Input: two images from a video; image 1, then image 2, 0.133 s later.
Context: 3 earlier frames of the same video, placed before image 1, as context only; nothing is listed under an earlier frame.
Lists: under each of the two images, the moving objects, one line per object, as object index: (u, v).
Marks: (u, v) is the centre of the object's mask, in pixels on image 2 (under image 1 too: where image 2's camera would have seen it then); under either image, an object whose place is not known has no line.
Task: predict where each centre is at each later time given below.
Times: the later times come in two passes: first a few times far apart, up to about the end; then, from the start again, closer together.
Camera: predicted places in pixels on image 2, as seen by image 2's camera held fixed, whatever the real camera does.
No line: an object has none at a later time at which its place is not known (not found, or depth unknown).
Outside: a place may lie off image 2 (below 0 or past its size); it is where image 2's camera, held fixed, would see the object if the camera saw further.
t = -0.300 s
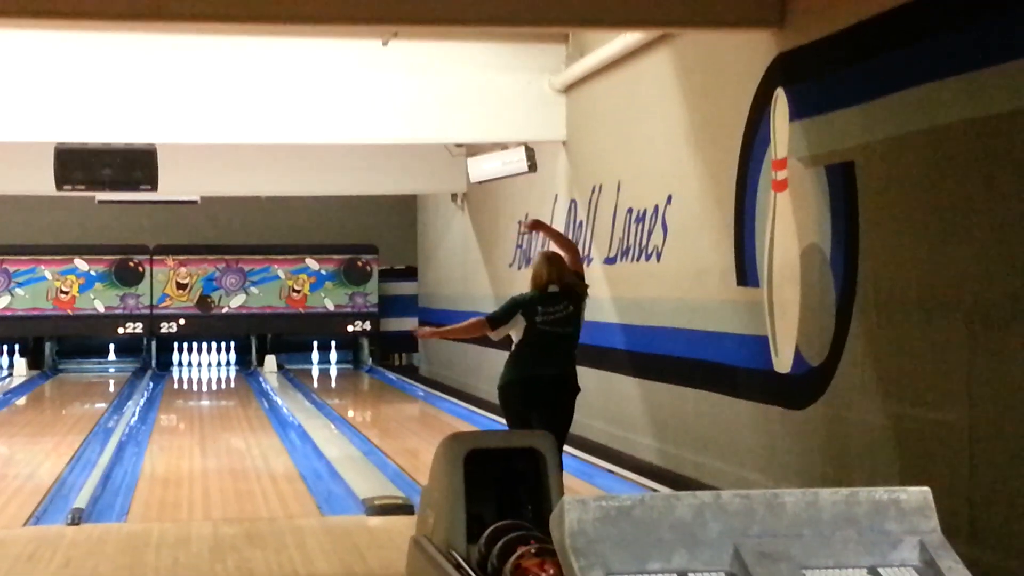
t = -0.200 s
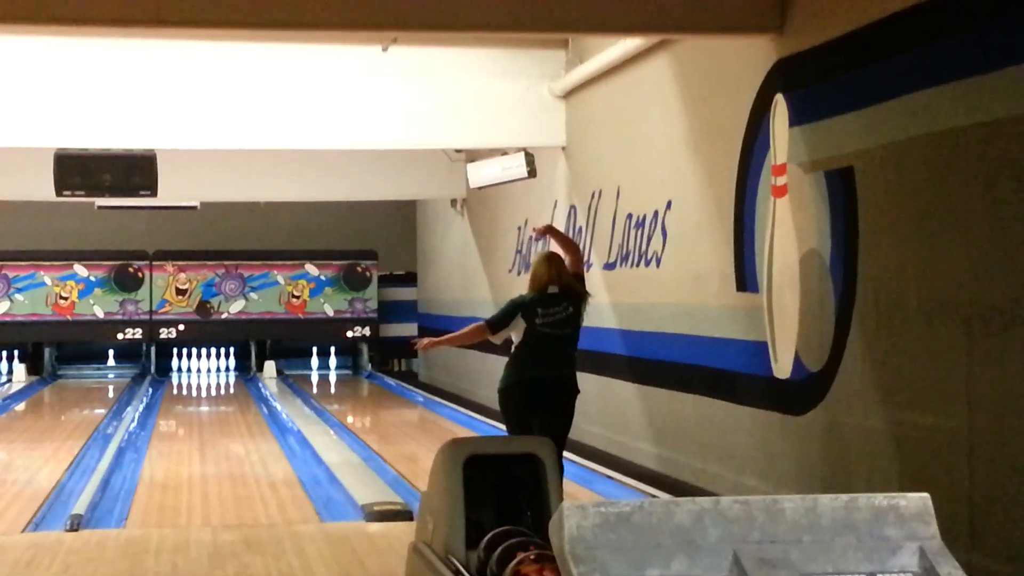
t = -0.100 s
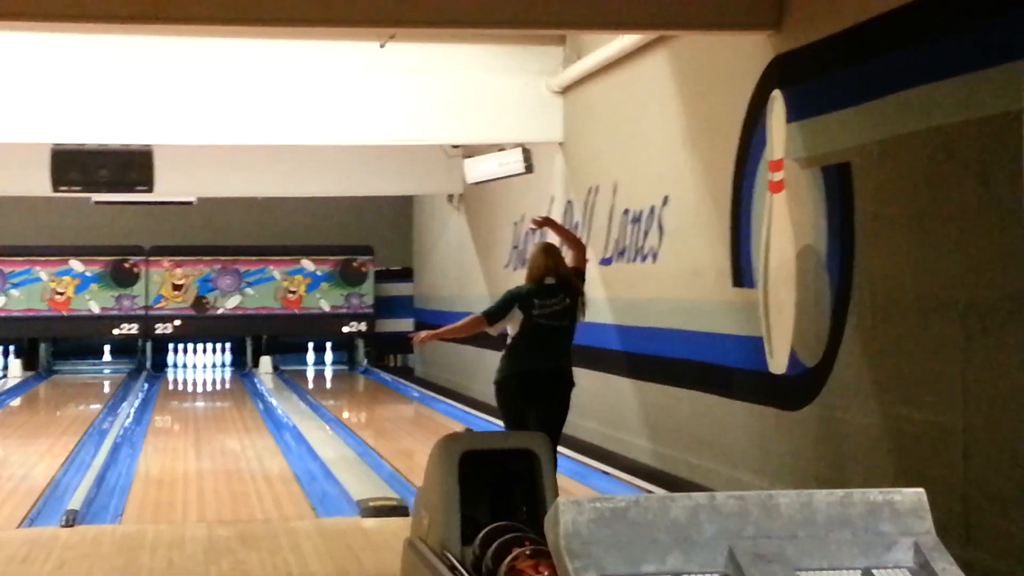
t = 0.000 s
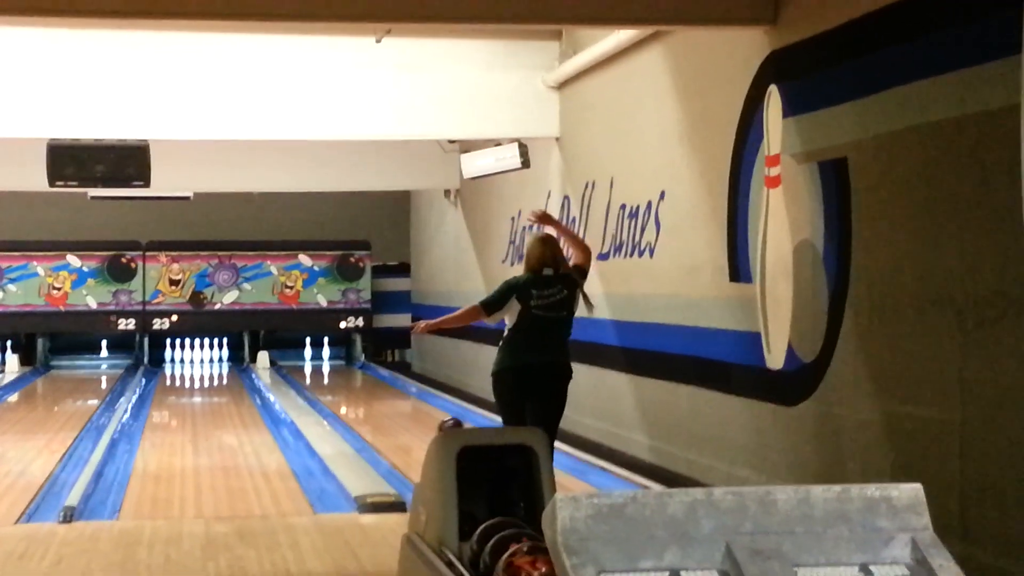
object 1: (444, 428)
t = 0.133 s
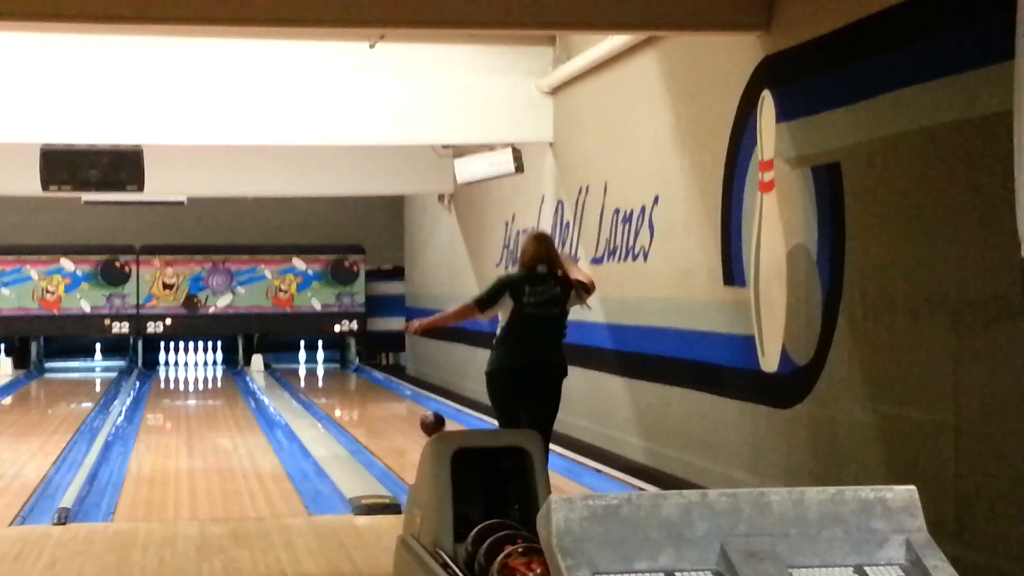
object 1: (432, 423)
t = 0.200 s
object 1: (426, 422)
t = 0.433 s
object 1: (408, 410)
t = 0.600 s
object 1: (396, 404)
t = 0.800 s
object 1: (383, 395)
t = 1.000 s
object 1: (372, 389)
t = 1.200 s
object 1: (362, 384)
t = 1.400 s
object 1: (354, 378)
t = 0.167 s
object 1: (429, 425)
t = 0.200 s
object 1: (426, 422)
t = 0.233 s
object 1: (424, 420)
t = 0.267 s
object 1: (421, 418)
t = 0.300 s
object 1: (418, 415)
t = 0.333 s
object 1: (415, 415)
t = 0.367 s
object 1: (413, 413)
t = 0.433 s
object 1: (408, 410)
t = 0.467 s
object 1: (405, 408)
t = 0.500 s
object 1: (403, 408)
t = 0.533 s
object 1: (401, 405)
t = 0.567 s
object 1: (398, 404)
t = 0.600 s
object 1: (396, 404)
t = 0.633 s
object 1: (394, 402)
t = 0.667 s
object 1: (391, 400)
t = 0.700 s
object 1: (390, 400)
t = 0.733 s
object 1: (388, 398)
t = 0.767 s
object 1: (385, 395)
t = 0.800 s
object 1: (383, 395)
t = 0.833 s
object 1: (382, 394)
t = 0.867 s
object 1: (379, 392)
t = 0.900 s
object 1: (378, 392)
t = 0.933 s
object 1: (376, 391)
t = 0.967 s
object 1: (374, 390)
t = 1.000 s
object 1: (372, 389)
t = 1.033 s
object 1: (371, 388)
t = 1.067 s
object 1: (369, 387)
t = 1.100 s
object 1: (367, 386)
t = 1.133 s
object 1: (365, 386)
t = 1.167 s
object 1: (363, 384)
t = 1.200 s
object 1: (362, 384)
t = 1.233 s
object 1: (361, 382)
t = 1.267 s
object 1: (360, 380)
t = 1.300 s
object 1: (358, 380)
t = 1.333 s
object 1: (356, 380)
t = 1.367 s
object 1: (354, 380)
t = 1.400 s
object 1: (354, 378)
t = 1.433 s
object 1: (352, 378)
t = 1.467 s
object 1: (350, 377)
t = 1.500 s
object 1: (349, 376)
